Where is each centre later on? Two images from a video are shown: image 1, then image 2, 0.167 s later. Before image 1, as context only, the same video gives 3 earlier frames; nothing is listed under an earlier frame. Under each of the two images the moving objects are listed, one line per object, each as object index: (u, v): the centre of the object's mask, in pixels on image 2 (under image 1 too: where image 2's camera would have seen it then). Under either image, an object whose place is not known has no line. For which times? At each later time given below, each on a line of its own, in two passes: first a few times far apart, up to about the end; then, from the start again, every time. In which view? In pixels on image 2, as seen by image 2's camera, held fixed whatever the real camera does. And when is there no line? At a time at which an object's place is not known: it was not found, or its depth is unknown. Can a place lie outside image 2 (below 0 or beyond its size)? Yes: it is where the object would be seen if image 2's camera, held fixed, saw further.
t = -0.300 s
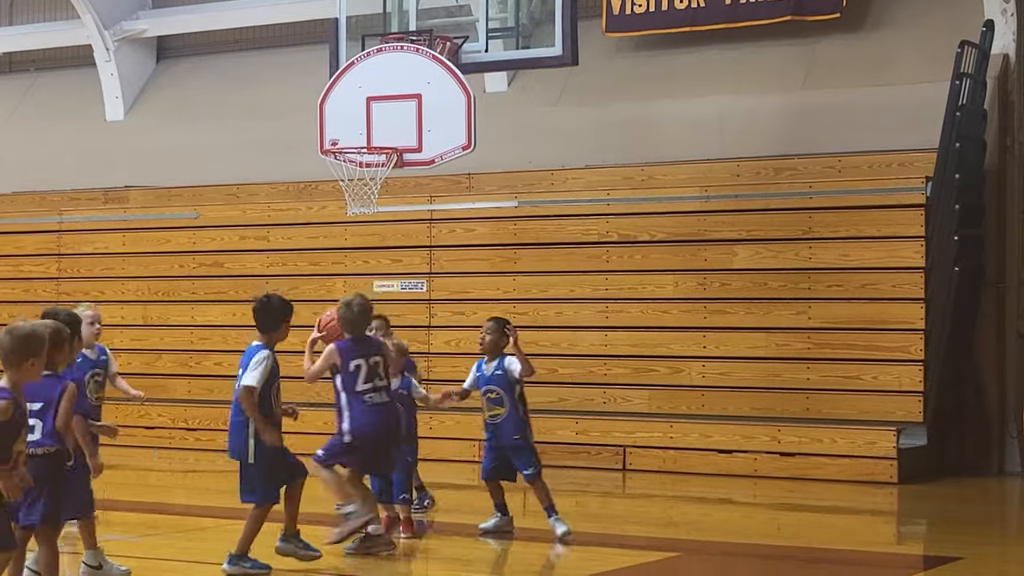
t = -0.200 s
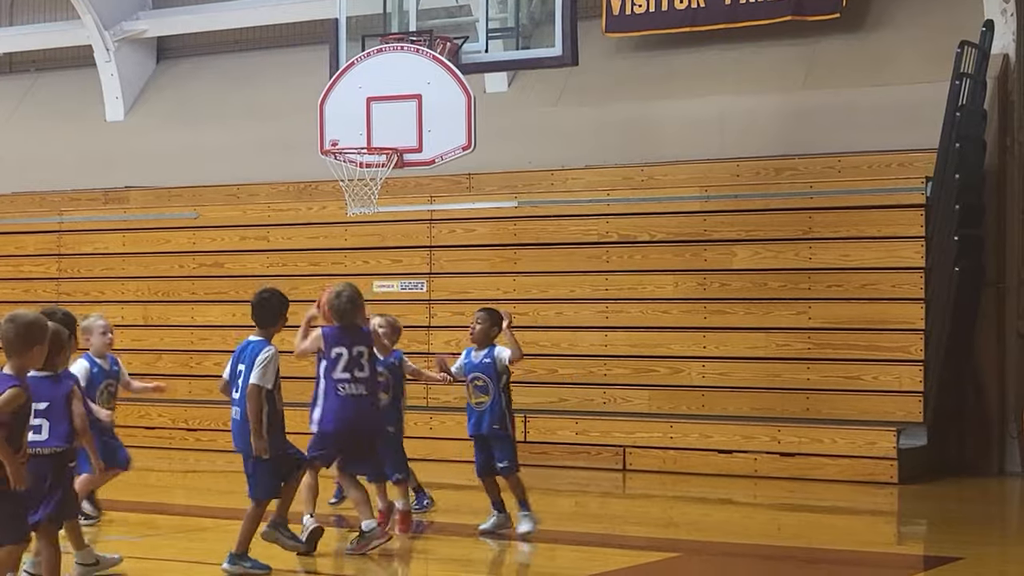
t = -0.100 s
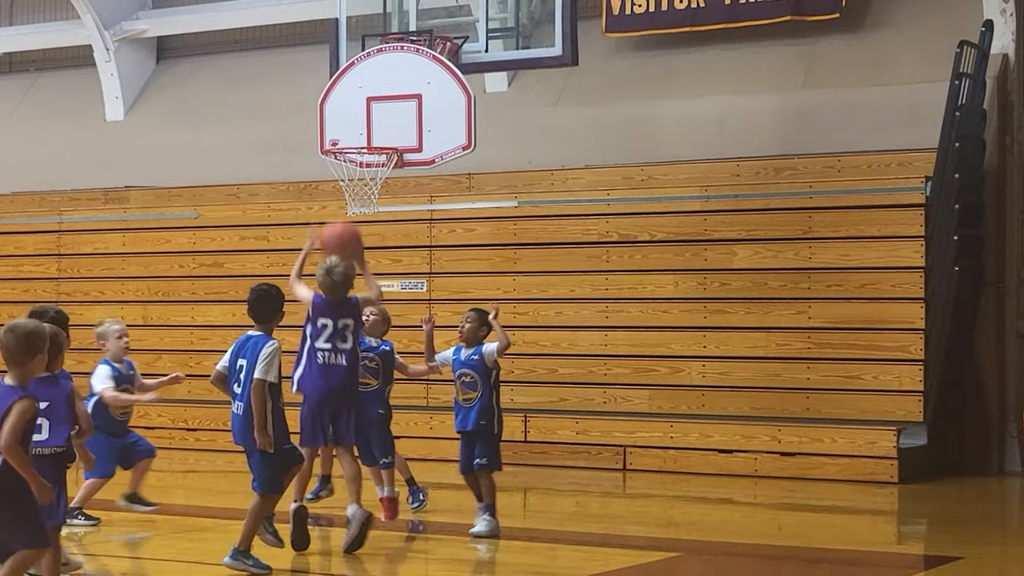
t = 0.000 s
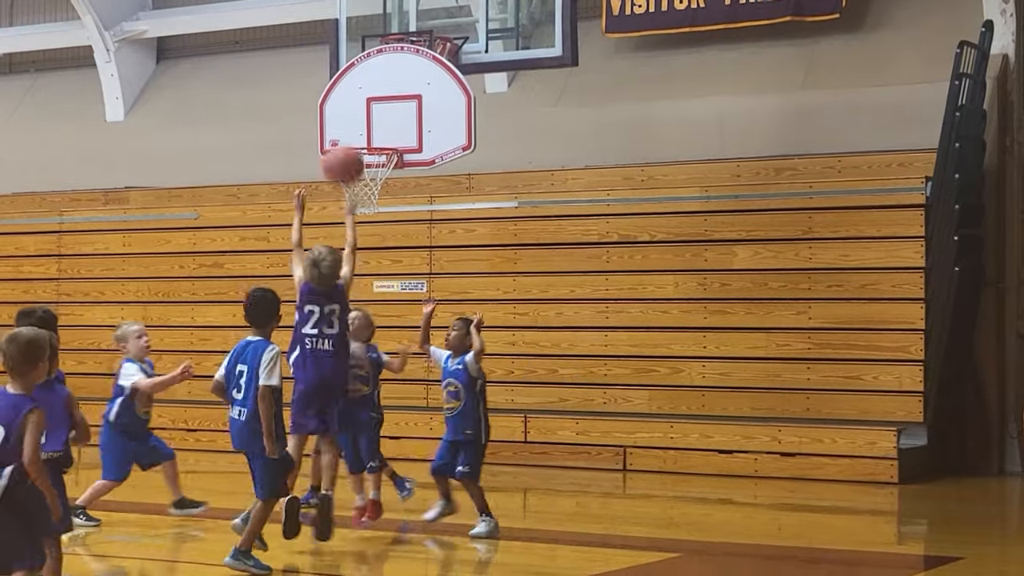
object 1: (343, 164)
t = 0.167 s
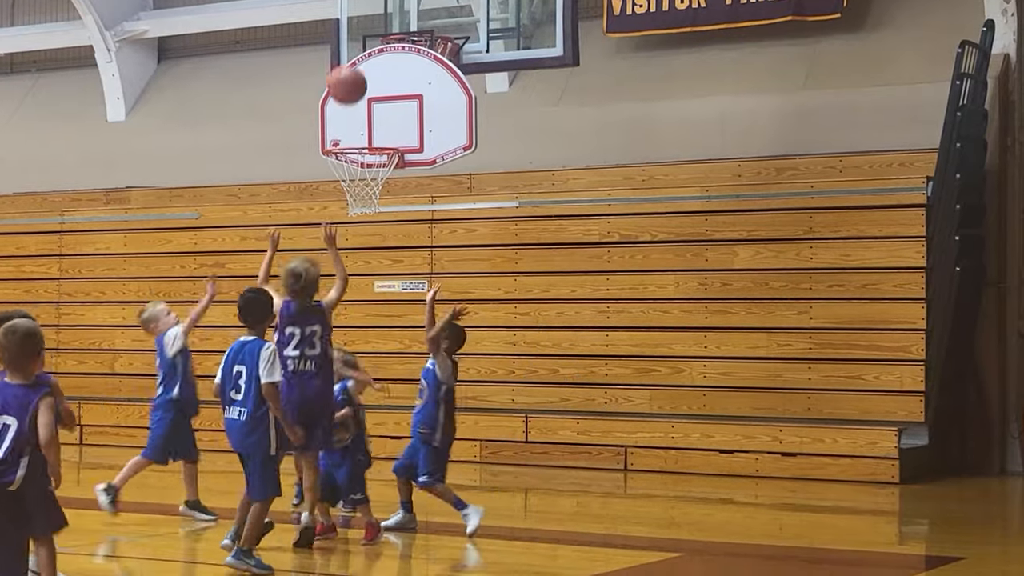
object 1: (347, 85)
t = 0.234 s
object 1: (348, 68)
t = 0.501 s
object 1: (350, 77)
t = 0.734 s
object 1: (350, 125)
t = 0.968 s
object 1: (357, 150)
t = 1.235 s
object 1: (388, 192)
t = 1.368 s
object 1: (383, 218)
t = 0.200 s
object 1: (347, 76)
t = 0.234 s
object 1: (348, 68)
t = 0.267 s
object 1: (348, 63)
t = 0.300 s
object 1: (348, 60)
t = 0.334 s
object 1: (348, 58)
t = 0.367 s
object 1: (348, 58)
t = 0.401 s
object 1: (349, 61)
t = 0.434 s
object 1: (349, 65)
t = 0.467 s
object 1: (350, 70)
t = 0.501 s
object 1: (350, 77)
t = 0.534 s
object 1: (350, 87)
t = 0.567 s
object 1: (350, 97)
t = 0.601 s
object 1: (350, 109)
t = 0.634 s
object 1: (350, 123)
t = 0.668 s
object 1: (350, 130)
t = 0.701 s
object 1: (350, 127)
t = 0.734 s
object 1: (350, 125)
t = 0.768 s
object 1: (350, 125)
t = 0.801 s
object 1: (349, 128)
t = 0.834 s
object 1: (349, 131)
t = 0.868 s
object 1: (348, 134)
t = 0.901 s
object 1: (348, 144)
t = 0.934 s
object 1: (351, 147)
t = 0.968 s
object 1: (357, 150)
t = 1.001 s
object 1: (361, 155)
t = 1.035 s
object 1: (368, 162)
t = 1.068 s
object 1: (374, 168)
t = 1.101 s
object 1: (379, 178)
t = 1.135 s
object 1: (385, 185)
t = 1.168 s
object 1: (387, 188)
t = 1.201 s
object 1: (389, 190)
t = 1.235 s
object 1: (388, 192)
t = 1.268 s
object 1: (388, 197)
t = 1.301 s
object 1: (386, 200)
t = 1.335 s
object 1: (385, 208)
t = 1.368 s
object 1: (383, 218)
